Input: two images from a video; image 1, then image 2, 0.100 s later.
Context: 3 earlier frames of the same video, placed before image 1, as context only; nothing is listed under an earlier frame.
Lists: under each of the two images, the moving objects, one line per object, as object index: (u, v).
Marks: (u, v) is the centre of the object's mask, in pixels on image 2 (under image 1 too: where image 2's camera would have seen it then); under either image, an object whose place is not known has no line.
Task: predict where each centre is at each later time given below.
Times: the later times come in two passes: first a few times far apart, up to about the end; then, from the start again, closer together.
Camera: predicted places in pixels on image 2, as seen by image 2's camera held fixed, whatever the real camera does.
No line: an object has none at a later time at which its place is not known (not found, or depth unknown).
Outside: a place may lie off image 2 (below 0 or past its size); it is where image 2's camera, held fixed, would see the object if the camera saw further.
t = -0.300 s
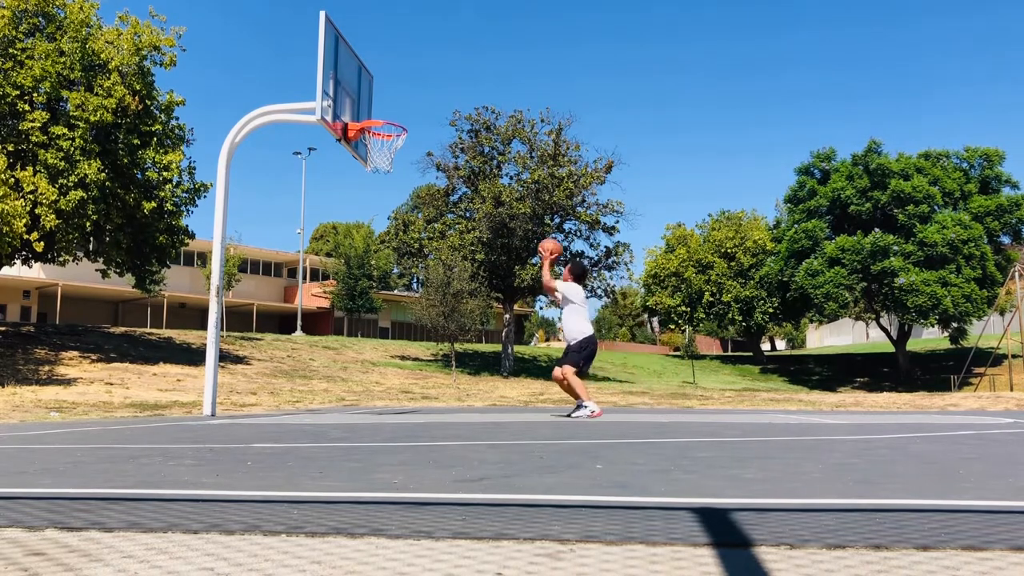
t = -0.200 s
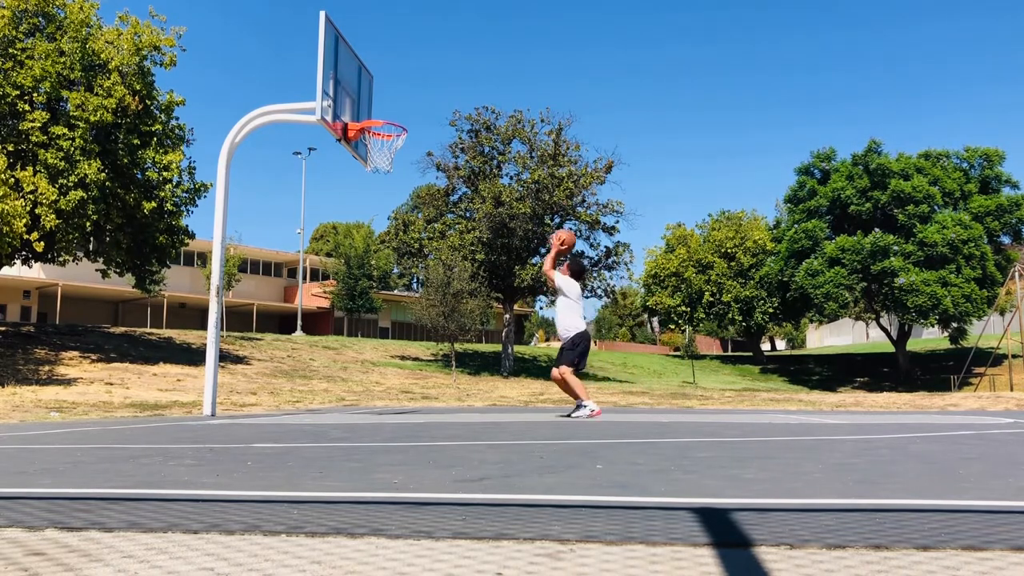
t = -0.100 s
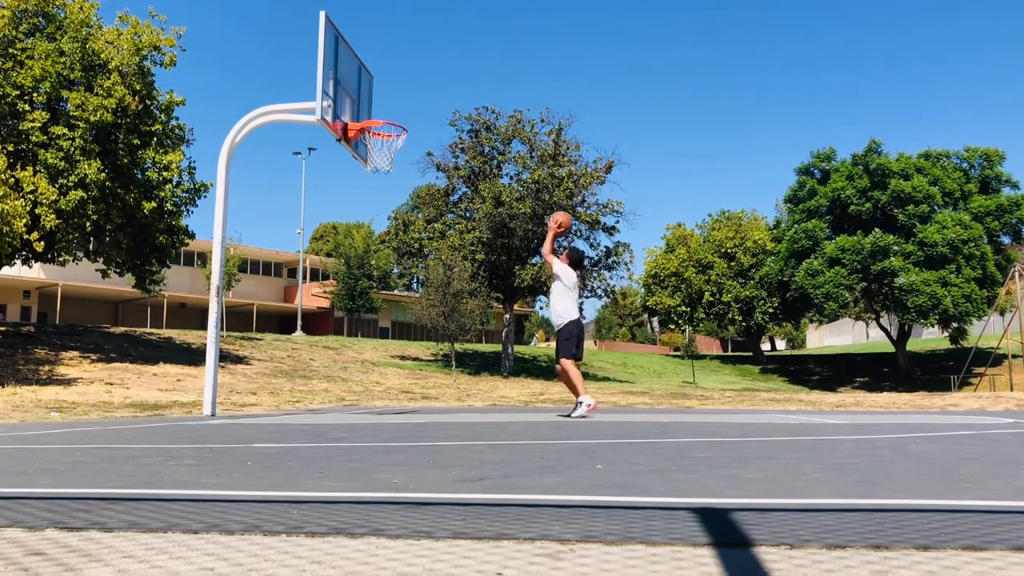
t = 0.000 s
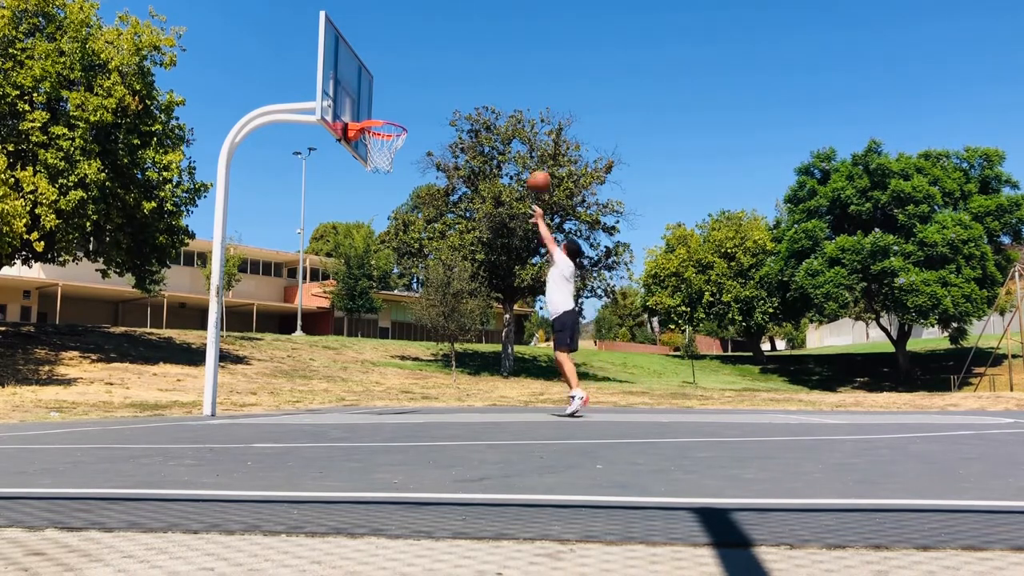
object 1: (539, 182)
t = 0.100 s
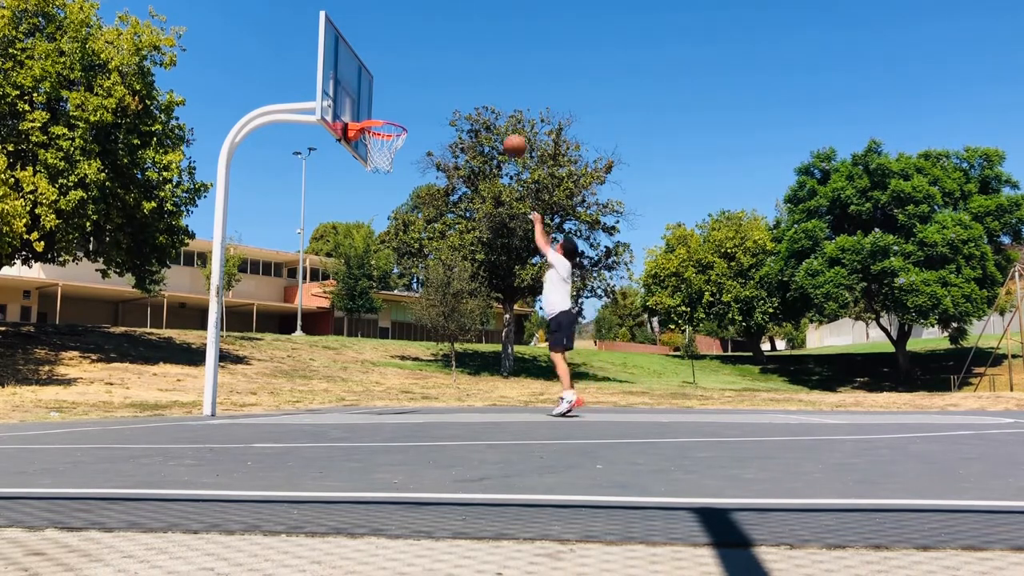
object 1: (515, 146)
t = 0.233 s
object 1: (482, 113)
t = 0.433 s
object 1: (435, 95)
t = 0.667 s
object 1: (383, 120)
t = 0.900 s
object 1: (365, 180)
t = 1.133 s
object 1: (361, 274)
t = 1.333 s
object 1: (354, 397)
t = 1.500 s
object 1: (367, 341)
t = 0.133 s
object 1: (507, 136)
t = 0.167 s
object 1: (498, 127)
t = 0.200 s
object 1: (490, 117)
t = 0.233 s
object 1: (482, 113)
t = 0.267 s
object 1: (474, 107)
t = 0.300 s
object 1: (466, 103)
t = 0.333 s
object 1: (458, 99)
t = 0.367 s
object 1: (450, 97)
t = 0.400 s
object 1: (443, 95)
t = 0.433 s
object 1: (435, 95)
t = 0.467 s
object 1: (427, 96)
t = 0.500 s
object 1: (420, 97)
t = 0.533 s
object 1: (412, 100)
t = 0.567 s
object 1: (405, 104)
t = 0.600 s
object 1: (397, 108)
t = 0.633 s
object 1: (390, 113)
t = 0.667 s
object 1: (383, 120)
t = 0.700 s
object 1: (374, 132)
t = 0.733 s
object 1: (369, 137)
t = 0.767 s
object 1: (367, 143)
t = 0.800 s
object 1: (366, 154)
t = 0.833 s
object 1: (367, 165)
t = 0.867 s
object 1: (365, 171)
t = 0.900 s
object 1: (365, 180)
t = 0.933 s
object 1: (364, 190)
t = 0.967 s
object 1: (364, 202)
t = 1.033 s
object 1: (364, 227)
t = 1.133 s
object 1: (361, 274)
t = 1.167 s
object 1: (360, 292)
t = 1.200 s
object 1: (359, 309)
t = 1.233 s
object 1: (358, 330)
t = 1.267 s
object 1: (357, 352)
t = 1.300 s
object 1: (356, 373)
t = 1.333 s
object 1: (354, 397)
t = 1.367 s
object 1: (355, 399)
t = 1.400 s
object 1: (358, 383)
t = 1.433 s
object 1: (362, 369)
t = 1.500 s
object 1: (367, 341)
